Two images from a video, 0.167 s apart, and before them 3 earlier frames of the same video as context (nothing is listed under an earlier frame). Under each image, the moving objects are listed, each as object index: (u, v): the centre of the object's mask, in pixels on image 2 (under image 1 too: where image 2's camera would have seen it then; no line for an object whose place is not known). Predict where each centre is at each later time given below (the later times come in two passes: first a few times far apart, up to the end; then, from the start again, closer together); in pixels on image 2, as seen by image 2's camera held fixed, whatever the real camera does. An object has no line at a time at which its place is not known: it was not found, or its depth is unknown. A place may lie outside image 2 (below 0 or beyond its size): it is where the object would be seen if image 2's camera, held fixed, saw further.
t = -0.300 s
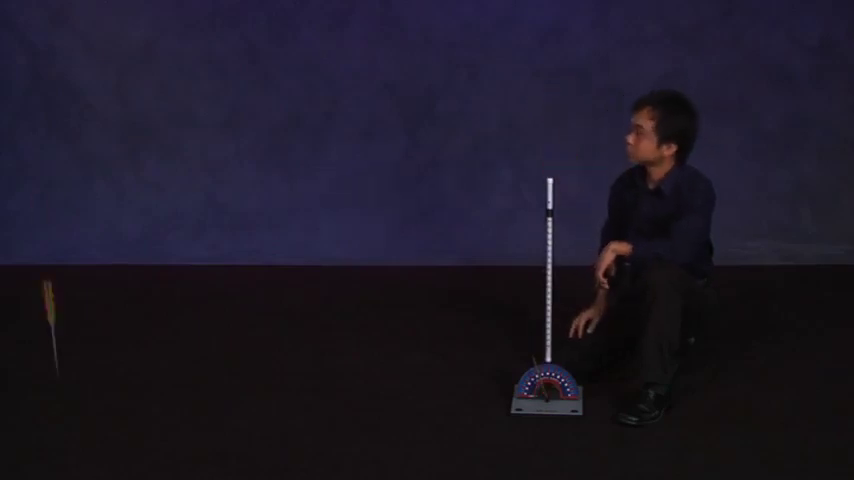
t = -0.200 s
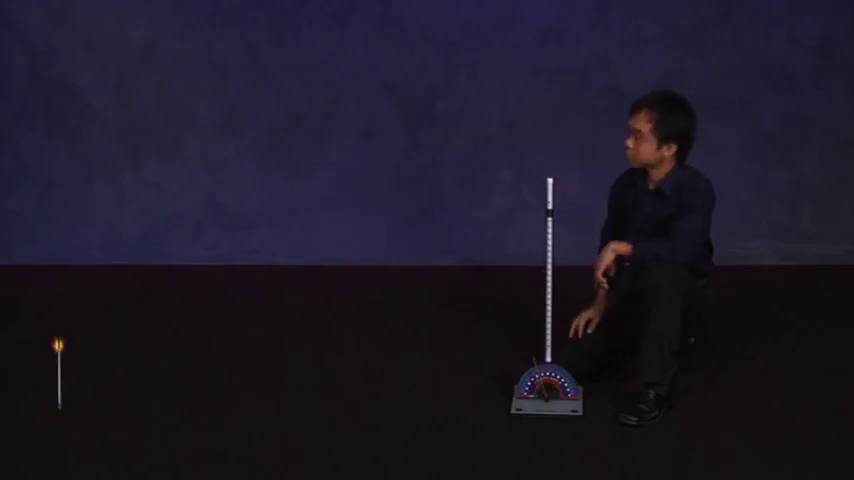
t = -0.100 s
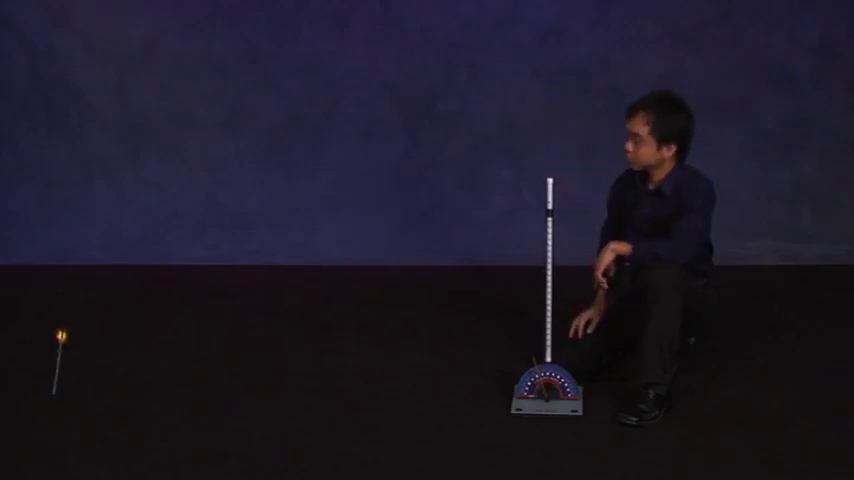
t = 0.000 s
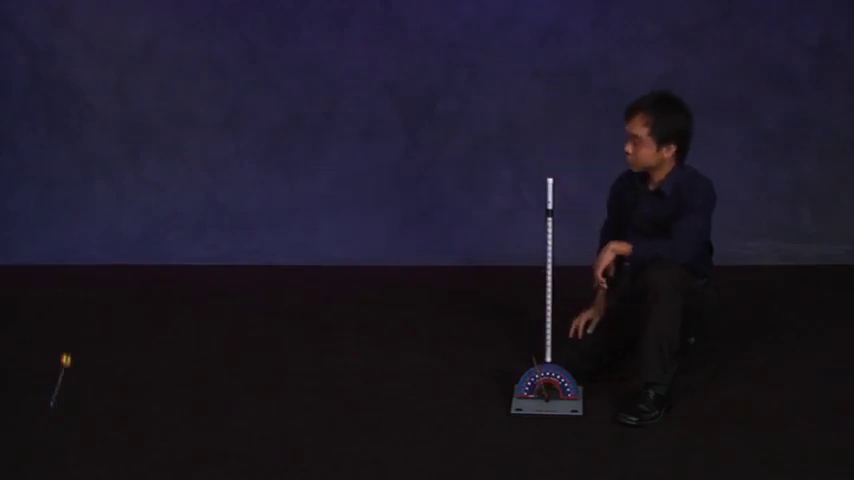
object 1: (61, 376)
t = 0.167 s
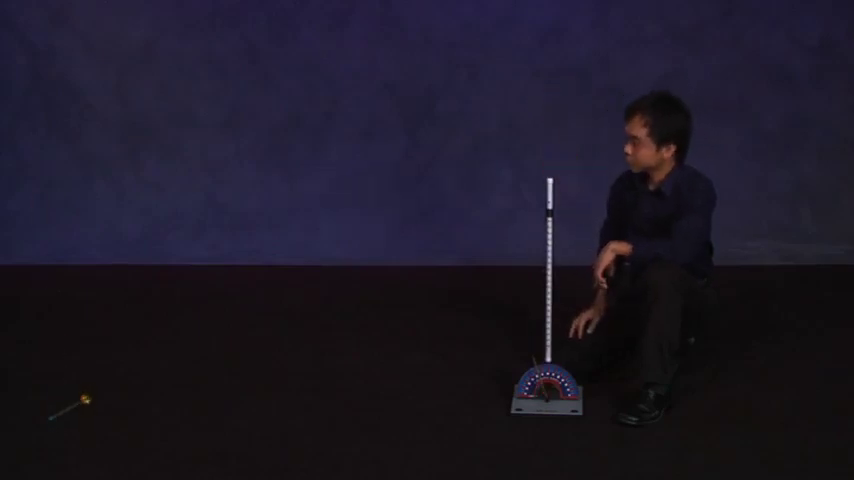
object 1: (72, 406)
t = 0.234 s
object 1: (76, 411)
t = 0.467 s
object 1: (79, 412)
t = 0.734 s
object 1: (79, 412)
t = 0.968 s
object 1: (79, 412)
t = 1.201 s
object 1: (79, 412)
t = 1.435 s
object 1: (79, 412)
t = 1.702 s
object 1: (79, 412)
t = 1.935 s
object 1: (79, 412)
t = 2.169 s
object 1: (79, 412)
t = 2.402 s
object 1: (79, 412)
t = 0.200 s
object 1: (74, 409)
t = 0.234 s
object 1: (76, 411)
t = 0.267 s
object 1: (78, 410)
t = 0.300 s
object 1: (80, 412)
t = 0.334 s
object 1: (79, 411)
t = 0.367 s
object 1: (79, 412)
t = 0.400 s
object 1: (79, 412)
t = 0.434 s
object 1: (79, 412)
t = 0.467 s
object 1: (79, 412)
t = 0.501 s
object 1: (79, 412)
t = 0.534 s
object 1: (79, 412)
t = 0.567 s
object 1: (80, 412)
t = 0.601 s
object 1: (79, 412)
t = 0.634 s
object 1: (79, 412)
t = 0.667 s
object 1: (79, 412)
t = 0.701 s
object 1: (79, 412)
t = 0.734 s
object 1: (79, 412)
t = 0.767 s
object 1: (79, 412)
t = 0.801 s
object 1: (79, 412)
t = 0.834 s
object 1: (79, 412)
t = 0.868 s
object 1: (79, 412)
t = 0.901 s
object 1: (79, 412)
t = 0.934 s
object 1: (79, 412)
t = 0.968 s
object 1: (79, 412)
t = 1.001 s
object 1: (79, 412)
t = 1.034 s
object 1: (79, 412)
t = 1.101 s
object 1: (79, 412)
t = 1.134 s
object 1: (79, 412)
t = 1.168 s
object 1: (79, 412)
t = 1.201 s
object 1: (79, 412)
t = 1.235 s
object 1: (79, 412)
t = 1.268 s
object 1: (79, 412)
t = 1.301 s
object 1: (79, 412)
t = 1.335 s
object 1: (79, 412)
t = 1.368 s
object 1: (79, 412)
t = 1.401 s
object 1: (79, 412)
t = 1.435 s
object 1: (79, 412)
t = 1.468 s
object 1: (79, 412)
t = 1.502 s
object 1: (79, 412)
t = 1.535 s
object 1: (79, 412)
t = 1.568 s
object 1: (79, 412)
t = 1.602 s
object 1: (79, 412)
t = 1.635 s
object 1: (79, 412)
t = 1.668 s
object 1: (79, 412)
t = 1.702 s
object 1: (79, 412)
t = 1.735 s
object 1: (79, 412)
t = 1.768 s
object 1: (79, 412)
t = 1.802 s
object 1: (79, 412)
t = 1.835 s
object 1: (79, 412)
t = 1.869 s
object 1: (79, 412)
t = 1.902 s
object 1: (79, 412)
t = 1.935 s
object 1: (79, 412)
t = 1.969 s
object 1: (79, 412)
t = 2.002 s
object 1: (79, 412)
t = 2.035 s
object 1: (79, 412)
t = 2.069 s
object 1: (79, 412)
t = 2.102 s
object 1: (79, 412)
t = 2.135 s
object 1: (79, 412)
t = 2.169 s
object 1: (79, 412)
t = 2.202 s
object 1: (79, 412)
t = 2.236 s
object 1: (79, 412)
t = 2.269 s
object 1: (79, 412)
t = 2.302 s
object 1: (79, 412)
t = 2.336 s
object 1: (79, 412)
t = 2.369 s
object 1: (79, 412)
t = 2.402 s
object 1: (79, 412)
